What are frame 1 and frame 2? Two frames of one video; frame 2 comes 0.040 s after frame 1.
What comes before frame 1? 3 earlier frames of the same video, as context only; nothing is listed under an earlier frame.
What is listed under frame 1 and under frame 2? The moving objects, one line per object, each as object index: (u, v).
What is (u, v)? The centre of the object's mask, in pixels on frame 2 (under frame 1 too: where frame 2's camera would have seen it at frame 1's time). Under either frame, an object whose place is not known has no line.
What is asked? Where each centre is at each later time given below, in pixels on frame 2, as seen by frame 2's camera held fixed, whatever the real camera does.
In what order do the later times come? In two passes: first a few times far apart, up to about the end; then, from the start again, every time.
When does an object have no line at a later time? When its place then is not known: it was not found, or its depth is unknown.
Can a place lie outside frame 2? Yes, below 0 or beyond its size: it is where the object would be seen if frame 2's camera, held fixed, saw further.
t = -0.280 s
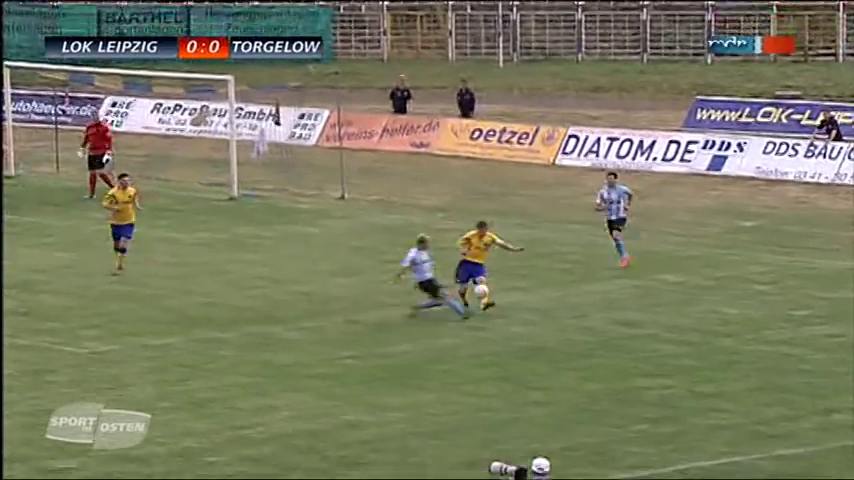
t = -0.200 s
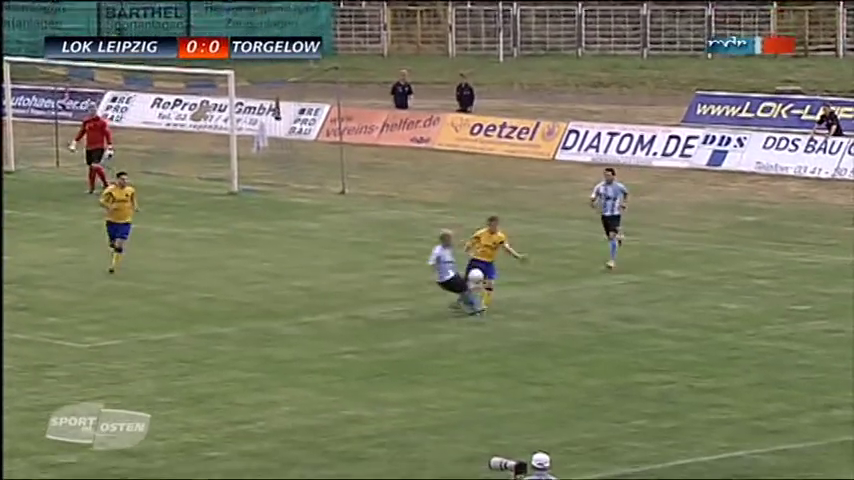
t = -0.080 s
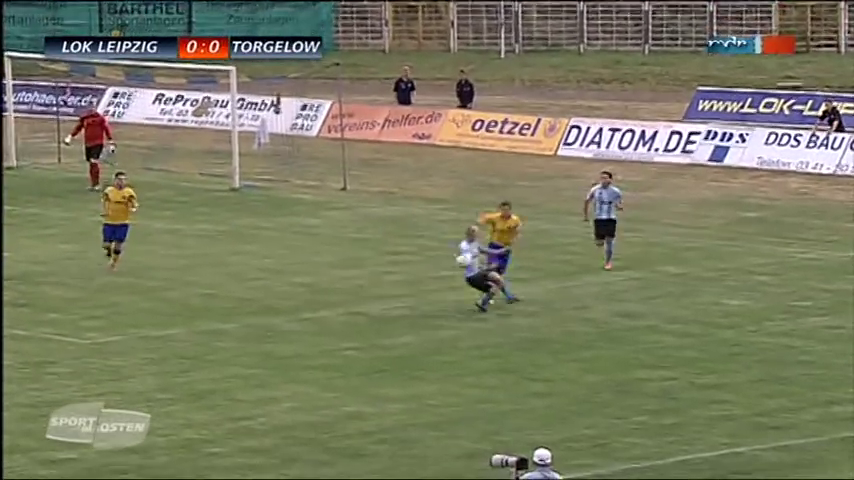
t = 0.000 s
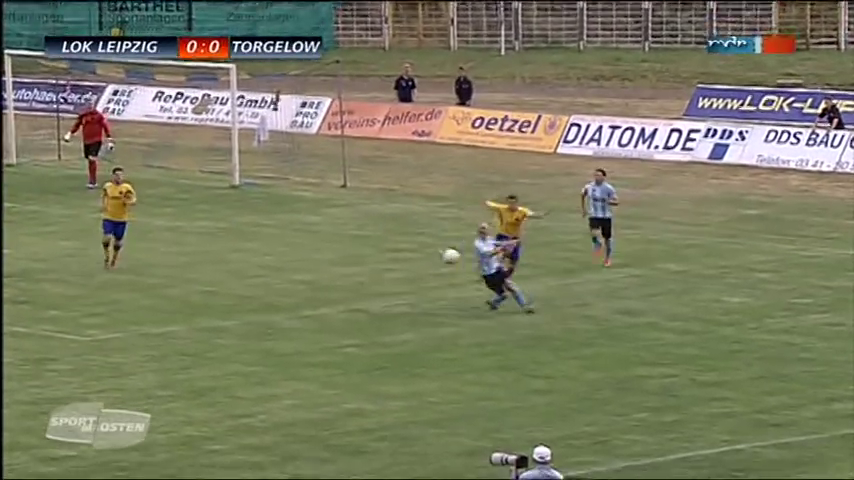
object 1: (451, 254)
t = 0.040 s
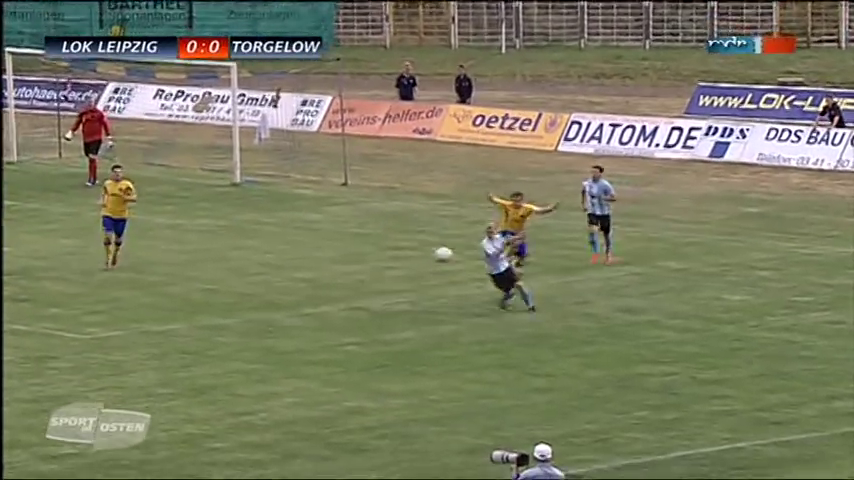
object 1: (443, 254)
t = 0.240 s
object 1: (395, 267)
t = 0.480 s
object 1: (313, 322)
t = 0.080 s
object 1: (435, 254)
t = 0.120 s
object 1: (426, 256)
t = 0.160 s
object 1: (417, 258)
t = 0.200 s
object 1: (405, 262)
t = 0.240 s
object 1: (395, 267)
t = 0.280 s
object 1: (383, 274)
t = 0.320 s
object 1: (371, 280)
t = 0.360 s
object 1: (357, 288)
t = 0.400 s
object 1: (344, 299)
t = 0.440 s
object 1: (329, 309)
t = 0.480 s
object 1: (313, 322)
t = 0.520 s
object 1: (298, 335)
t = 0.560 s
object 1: (282, 348)
